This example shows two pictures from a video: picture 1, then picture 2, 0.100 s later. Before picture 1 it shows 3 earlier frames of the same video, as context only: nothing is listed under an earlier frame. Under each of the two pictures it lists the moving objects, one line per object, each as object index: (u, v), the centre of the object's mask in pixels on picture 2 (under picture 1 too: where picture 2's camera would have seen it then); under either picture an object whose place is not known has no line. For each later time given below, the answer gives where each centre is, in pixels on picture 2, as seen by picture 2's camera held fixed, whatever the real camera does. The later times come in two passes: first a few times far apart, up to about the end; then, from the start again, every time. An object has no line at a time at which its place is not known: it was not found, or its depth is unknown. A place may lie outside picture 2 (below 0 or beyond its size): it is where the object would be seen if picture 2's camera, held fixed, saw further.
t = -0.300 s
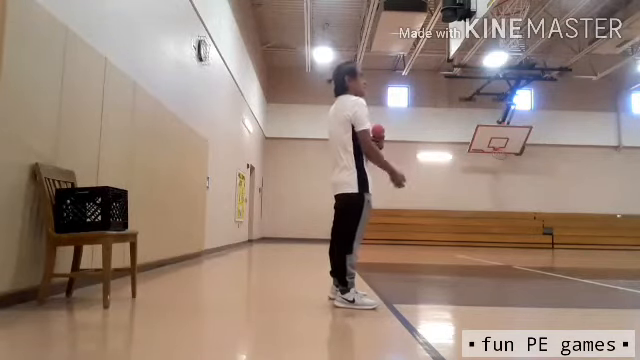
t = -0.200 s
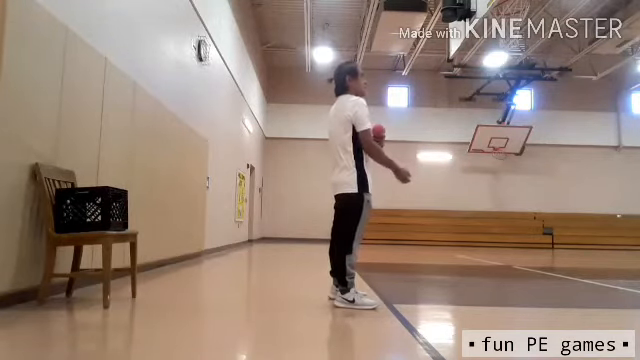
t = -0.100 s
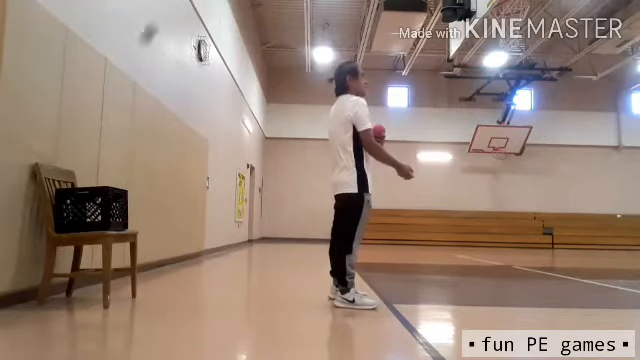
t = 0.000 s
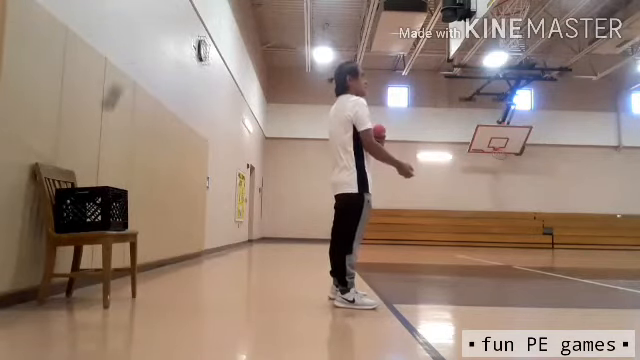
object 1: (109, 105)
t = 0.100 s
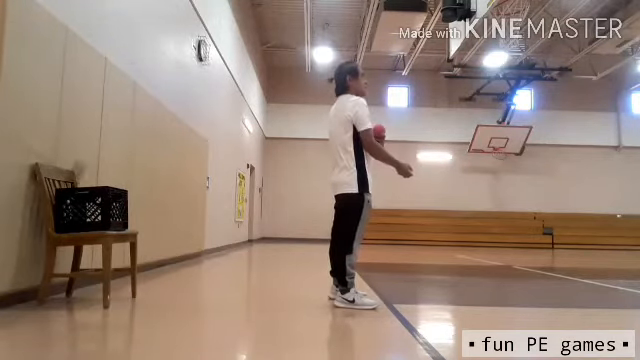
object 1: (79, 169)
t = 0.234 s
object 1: (71, 153)
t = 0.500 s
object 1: (63, 146)
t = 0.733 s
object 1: (85, 169)
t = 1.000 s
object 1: (112, 182)
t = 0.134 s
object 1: (71, 181)
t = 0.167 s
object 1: (71, 171)
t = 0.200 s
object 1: (71, 161)
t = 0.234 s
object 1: (71, 153)
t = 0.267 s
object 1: (70, 147)
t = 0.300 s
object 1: (69, 142)
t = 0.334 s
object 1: (68, 139)
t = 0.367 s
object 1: (67, 137)
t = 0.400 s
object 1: (65, 137)
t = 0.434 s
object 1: (64, 138)
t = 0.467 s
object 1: (62, 141)
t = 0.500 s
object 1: (63, 146)
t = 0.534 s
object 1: (64, 153)
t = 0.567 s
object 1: (65, 163)
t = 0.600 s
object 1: (67, 171)
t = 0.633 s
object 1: (70, 182)
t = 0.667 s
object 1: (76, 181)
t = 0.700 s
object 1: (80, 174)
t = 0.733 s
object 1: (85, 169)
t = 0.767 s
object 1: (88, 167)
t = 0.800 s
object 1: (91, 165)
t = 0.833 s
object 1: (95, 165)
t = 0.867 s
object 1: (99, 166)
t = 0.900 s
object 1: (103, 169)
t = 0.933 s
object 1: (106, 174)
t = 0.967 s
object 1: (110, 179)
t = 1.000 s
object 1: (112, 182)
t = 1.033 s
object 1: (106, 183)
